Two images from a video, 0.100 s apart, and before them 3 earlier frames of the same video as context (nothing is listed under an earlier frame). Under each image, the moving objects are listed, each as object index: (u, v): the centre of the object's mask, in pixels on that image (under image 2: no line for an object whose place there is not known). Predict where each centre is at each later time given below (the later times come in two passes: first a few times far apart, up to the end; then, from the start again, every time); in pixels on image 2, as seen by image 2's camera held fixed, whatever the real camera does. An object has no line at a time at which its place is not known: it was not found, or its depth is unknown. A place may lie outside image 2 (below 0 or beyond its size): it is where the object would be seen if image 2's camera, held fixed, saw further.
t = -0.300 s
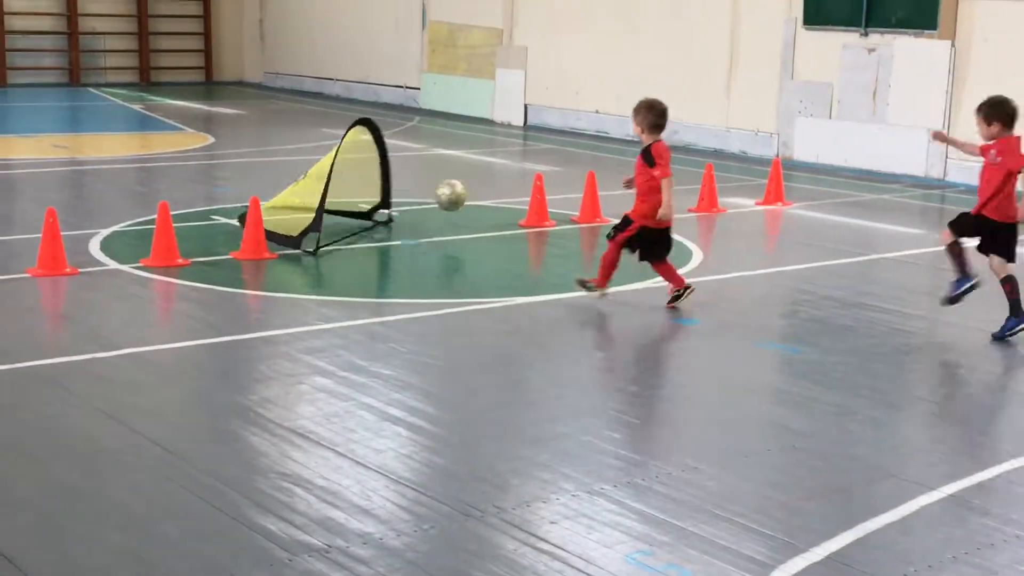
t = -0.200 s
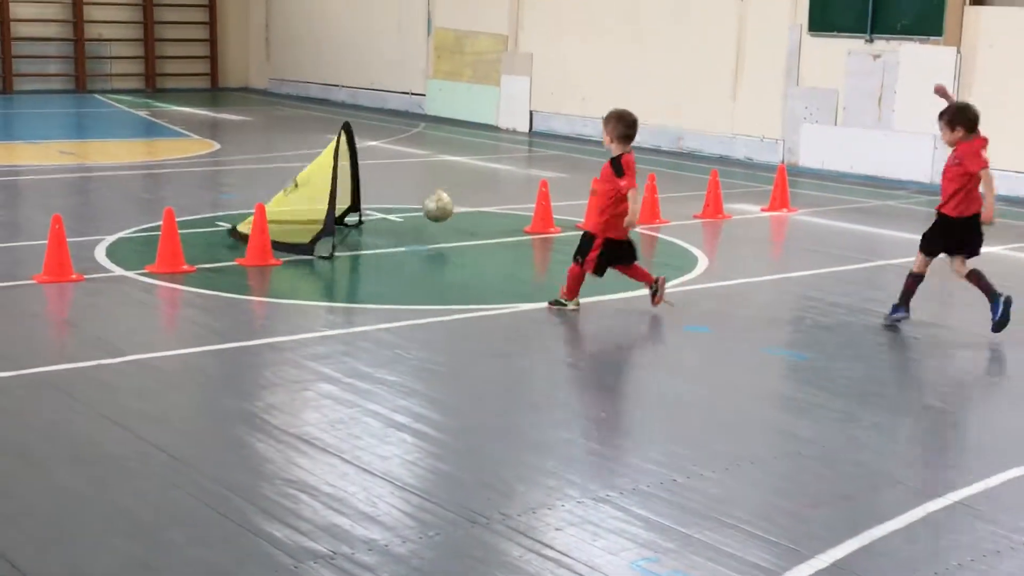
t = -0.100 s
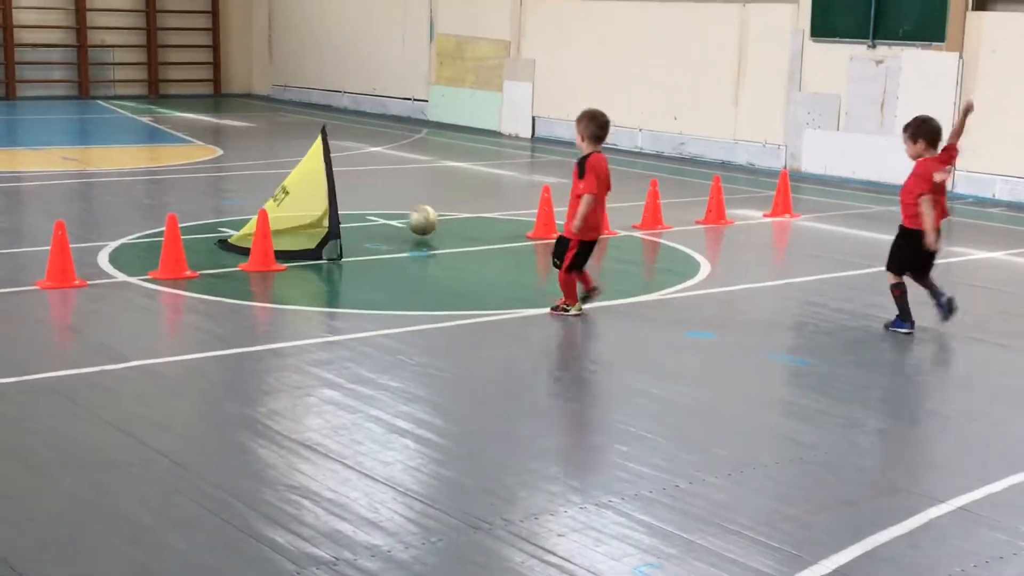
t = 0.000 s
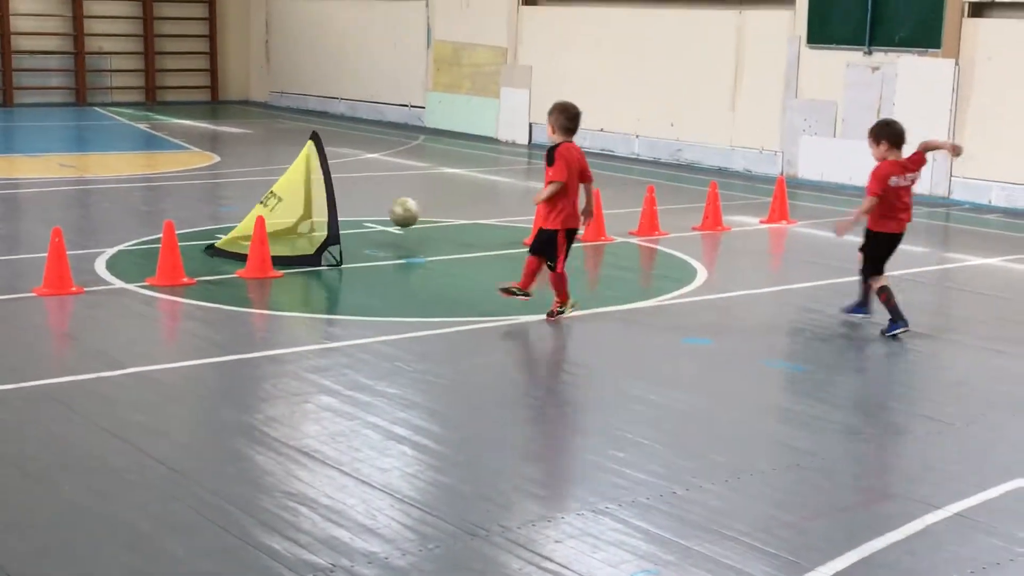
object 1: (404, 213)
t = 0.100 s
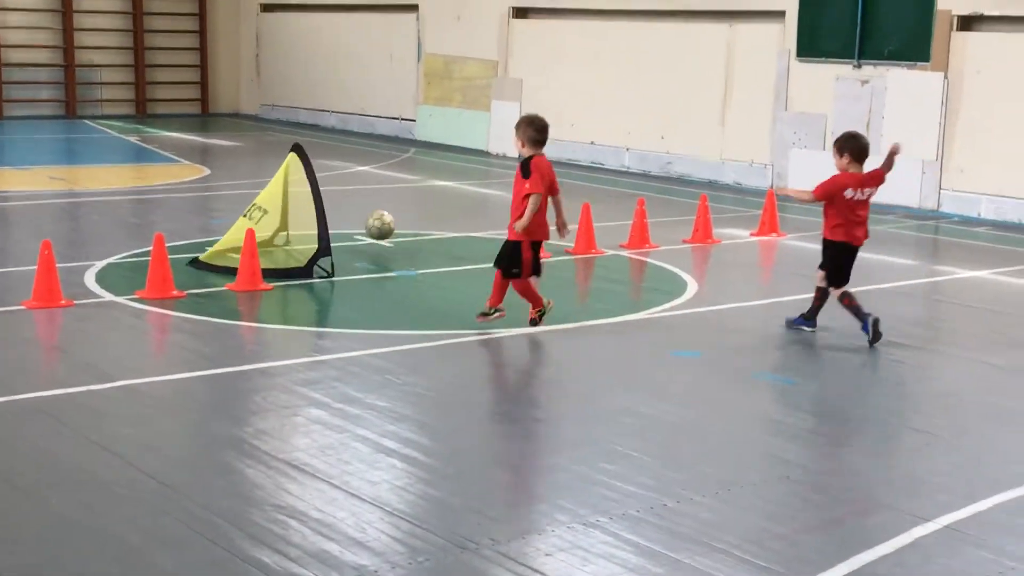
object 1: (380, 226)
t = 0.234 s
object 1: (360, 227)
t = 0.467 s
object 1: (332, 220)
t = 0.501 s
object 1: (329, 218)
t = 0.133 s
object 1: (375, 228)
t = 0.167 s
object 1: (371, 233)
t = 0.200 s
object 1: (365, 232)
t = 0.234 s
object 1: (360, 227)
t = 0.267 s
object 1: (356, 224)
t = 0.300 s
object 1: (350, 223)
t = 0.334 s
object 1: (345, 224)
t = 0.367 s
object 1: (340, 226)
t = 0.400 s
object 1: (338, 227)
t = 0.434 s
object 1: (335, 223)
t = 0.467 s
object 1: (332, 220)
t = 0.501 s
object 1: (329, 218)
